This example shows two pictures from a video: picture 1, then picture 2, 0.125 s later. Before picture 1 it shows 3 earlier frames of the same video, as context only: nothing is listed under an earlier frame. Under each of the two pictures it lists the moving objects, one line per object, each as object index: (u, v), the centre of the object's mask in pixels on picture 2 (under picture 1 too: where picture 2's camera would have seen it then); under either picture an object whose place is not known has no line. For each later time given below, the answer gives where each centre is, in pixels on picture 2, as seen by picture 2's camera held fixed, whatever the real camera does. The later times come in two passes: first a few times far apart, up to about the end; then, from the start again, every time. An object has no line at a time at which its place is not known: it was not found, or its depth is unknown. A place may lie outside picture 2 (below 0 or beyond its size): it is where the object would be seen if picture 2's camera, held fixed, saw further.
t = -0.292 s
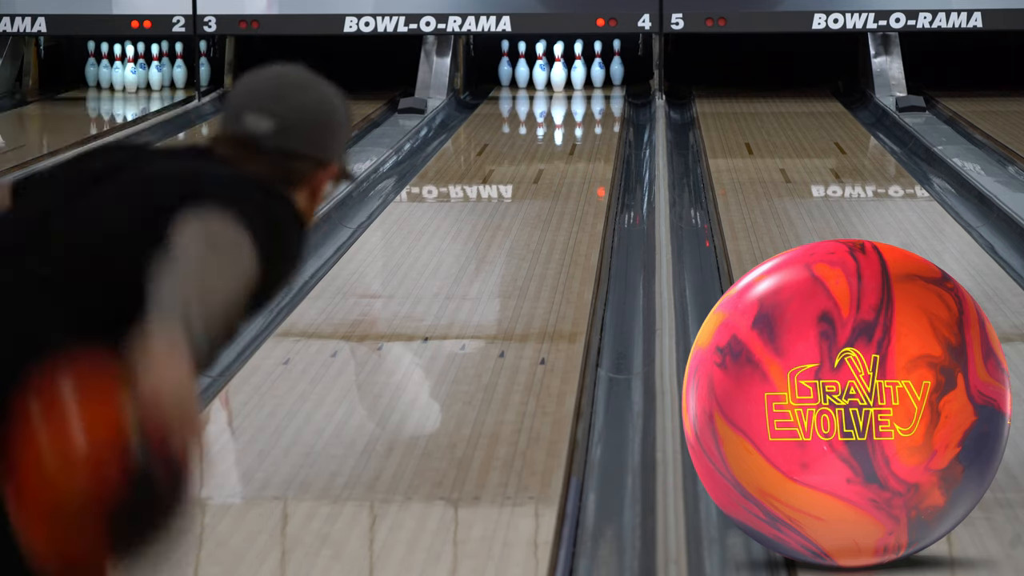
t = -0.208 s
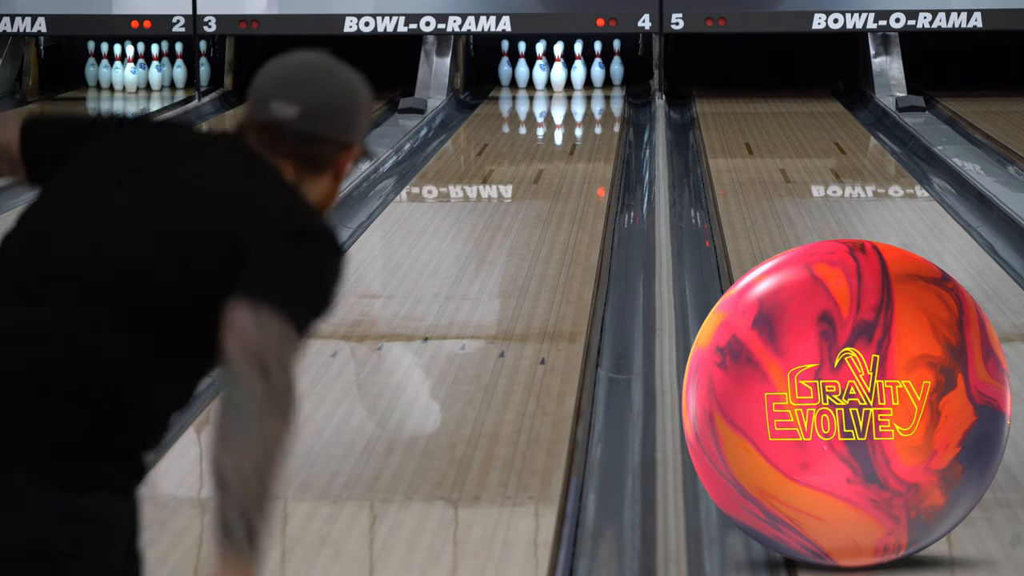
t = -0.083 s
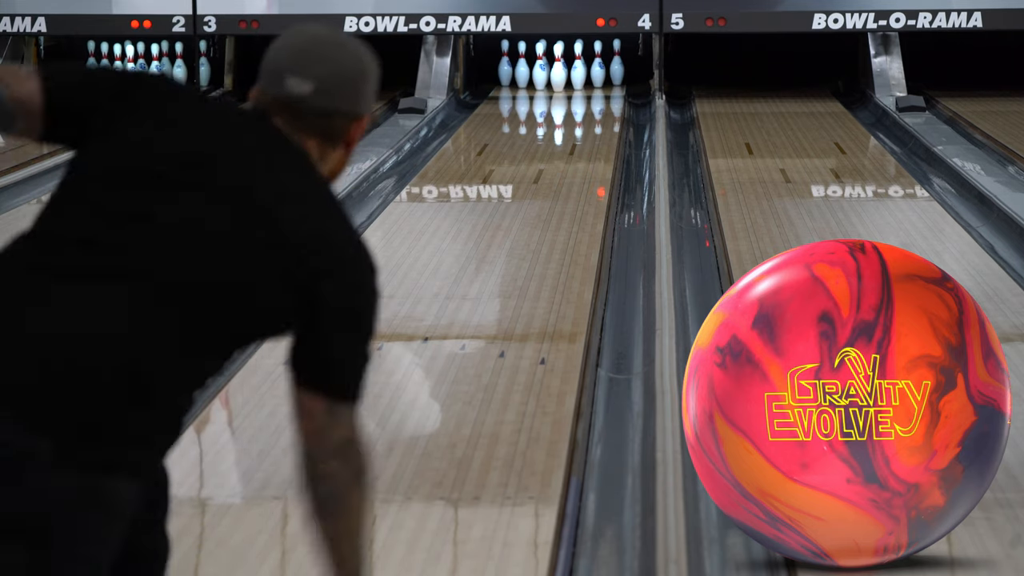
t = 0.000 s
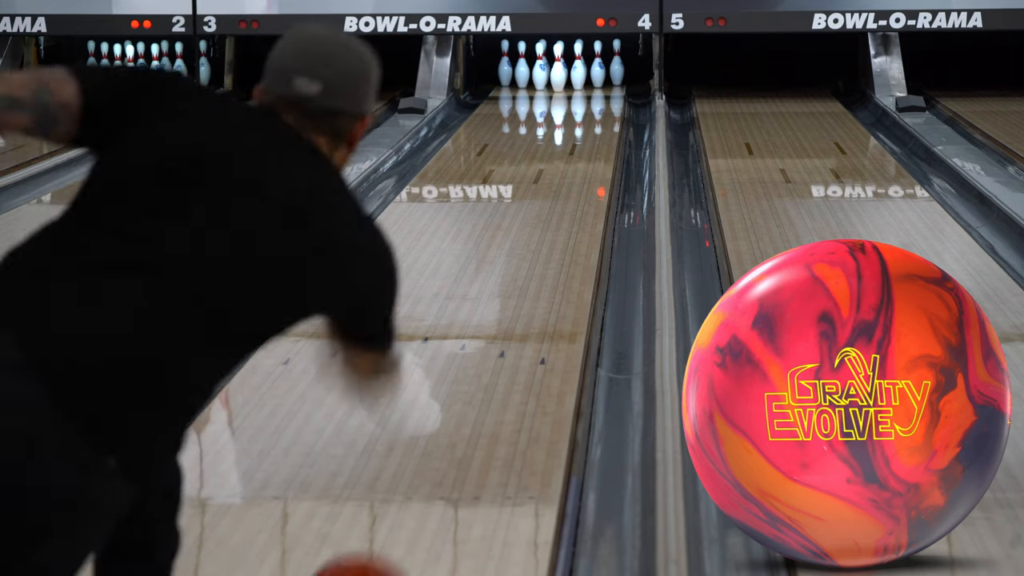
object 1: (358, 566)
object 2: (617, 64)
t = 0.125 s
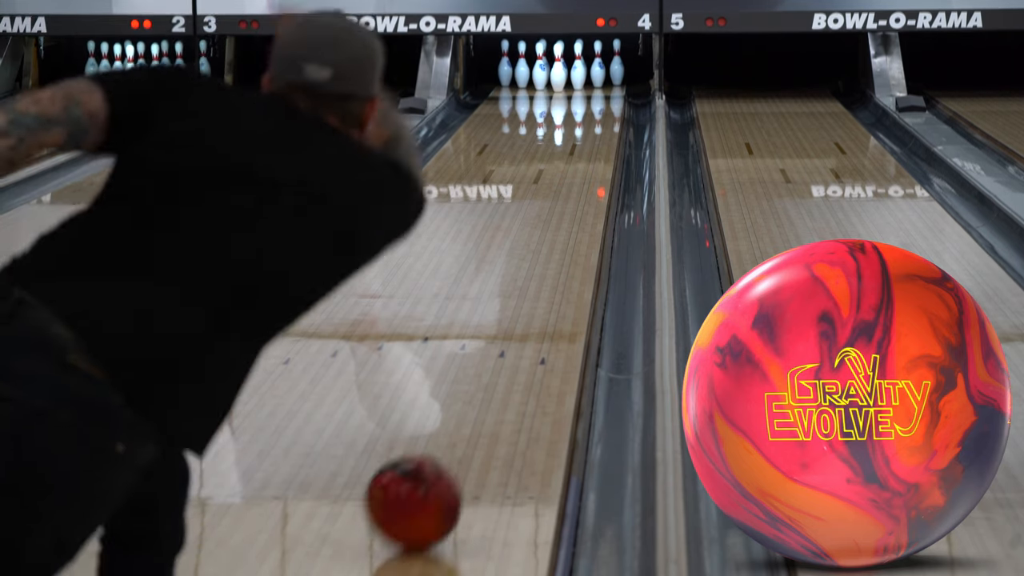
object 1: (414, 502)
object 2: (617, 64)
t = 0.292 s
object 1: (465, 400)
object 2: (617, 64)
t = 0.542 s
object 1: (514, 299)
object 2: (617, 64)
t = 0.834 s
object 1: (549, 225)
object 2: (617, 64)
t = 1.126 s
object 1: (571, 174)
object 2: (617, 64)
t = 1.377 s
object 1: (583, 143)
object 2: (617, 64)
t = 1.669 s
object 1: (590, 116)
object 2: (617, 64)
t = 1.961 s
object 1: (587, 95)
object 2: (617, 64)
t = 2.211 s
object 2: (617, 64)
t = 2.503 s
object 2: (632, 55)
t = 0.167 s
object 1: (429, 473)
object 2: (617, 64)
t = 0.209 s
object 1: (442, 447)
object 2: (617, 64)
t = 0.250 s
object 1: (454, 423)
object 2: (617, 64)
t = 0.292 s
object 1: (465, 400)
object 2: (617, 64)
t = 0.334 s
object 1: (475, 380)
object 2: (617, 64)
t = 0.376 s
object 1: (484, 361)
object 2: (617, 64)
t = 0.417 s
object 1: (499, 345)
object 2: (617, 64)
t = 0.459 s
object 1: (501, 328)
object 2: (617, 64)
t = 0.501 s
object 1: (508, 313)
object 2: (617, 64)
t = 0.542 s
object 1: (514, 299)
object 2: (617, 64)
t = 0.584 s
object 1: (521, 287)
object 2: (617, 64)
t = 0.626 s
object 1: (526, 275)
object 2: (617, 64)
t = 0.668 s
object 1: (532, 264)
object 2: (617, 64)
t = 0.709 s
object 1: (537, 253)
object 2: (617, 64)
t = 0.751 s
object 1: (541, 243)
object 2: (617, 64)
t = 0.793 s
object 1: (545, 233)
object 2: (617, 64)
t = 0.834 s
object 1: (549, 225)
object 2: (617, 64)
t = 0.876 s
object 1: (553, 216)
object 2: (617, 64)
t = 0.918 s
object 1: (556, 208)
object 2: (617, 64)
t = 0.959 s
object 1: (560, 201)
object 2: (617, 64)
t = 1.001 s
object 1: (563, 193)
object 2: (617, 64)
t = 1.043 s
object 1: (565, 186)
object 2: (617, 64)
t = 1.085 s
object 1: (568, 180)
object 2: (617, 64)
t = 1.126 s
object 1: (571, 174)
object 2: (617, 64)
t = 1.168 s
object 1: (573, 168)
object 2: (617, 64)
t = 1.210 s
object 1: (575, 163)
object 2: (617, 64)
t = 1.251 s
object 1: (577, 158)
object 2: (617, 64)
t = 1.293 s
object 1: (579, 153)
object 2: (617, 64)
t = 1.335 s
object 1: (582, 148)
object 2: (617, 64)
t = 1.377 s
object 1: (583, 143)
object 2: (617, 64)
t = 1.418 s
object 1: (585, 139)
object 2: (617, 64)
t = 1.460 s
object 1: (586, 134)
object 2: (617, 64)
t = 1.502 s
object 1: (587, 130)
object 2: (617, 64)
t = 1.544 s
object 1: (588, 127)
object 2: (617, 64)
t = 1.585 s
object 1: (589, 123)
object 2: (617, 64)
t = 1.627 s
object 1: (589, 119)
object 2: (617, 64)
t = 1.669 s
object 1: (590, 116)
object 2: (617, 64)
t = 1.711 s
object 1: (590, 113)
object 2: (617, 64)
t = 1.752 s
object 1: (590, 110)
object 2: (617, 64)
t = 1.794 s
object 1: (590, 106)
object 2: (617, 64)
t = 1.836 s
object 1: (589, 103)
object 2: (617, 64)
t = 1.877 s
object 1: (589, 101)
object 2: (617, 64)
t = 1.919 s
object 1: (588, 98)
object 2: (617, 64)
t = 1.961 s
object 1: (587, 95)
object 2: (617, 64)
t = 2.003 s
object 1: (586, 93)
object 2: (617, 64)
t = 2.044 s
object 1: (584, 91)
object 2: (617, 64)
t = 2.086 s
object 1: (583, 89)
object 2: (617, 64)
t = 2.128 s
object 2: (617, 64)
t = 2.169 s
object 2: (617, 64)
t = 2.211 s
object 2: (617, 64)
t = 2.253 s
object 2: (617, 64)
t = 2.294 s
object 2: (617, 64)
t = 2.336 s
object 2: (617, 64)
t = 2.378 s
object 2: (617, 64)
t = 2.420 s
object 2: (618, 64)
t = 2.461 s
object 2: (625, 59)
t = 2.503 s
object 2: (632, 55)
